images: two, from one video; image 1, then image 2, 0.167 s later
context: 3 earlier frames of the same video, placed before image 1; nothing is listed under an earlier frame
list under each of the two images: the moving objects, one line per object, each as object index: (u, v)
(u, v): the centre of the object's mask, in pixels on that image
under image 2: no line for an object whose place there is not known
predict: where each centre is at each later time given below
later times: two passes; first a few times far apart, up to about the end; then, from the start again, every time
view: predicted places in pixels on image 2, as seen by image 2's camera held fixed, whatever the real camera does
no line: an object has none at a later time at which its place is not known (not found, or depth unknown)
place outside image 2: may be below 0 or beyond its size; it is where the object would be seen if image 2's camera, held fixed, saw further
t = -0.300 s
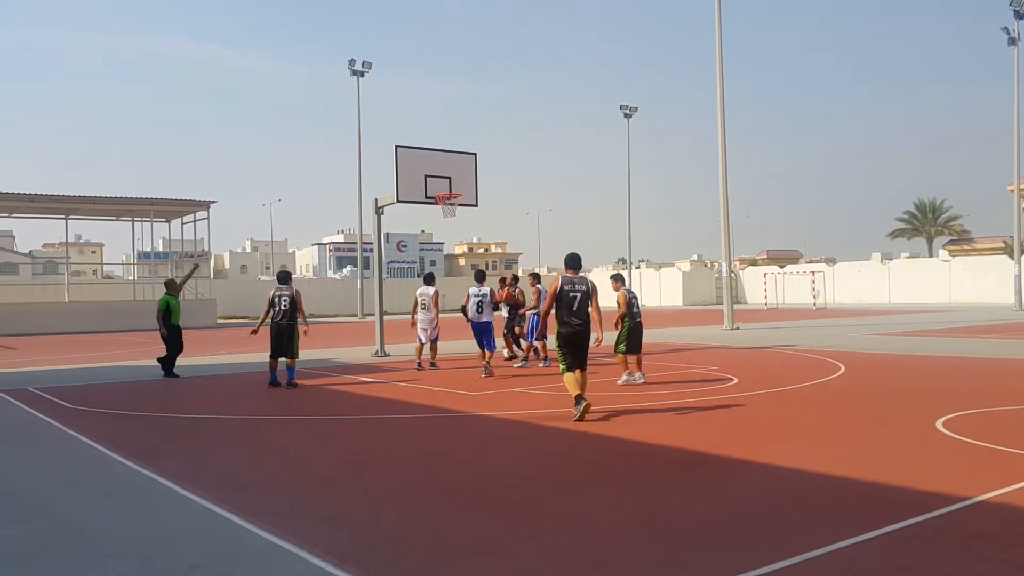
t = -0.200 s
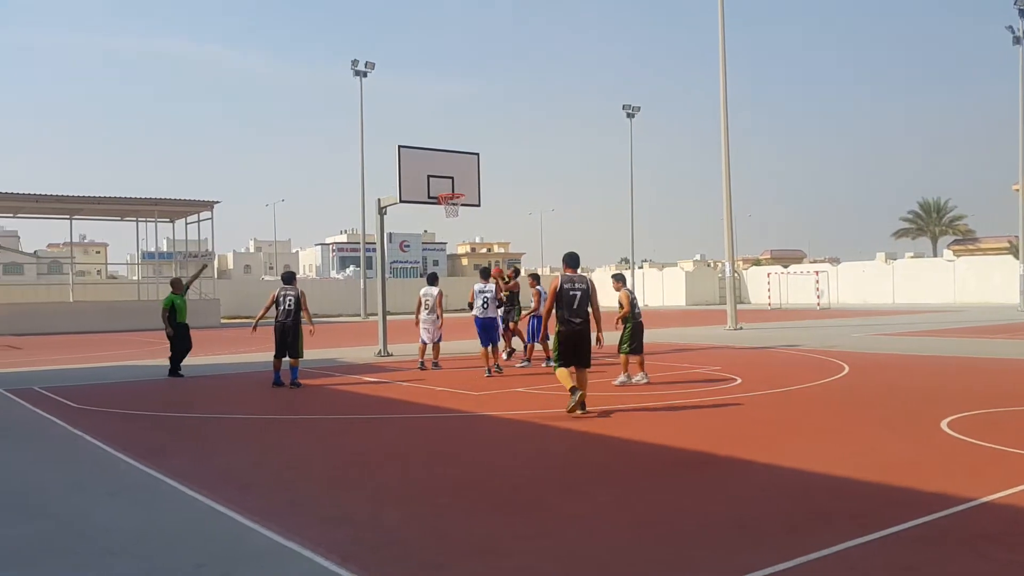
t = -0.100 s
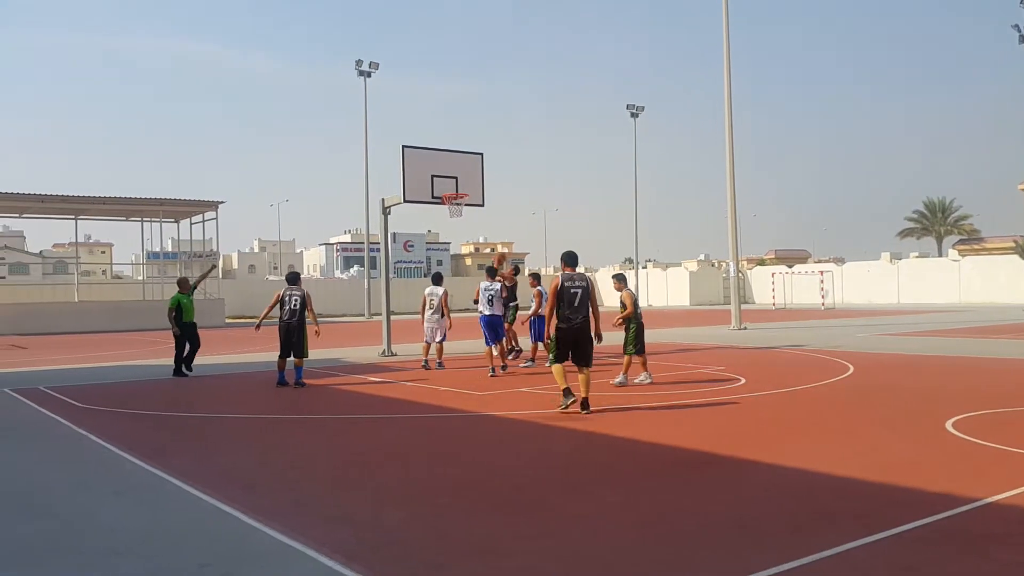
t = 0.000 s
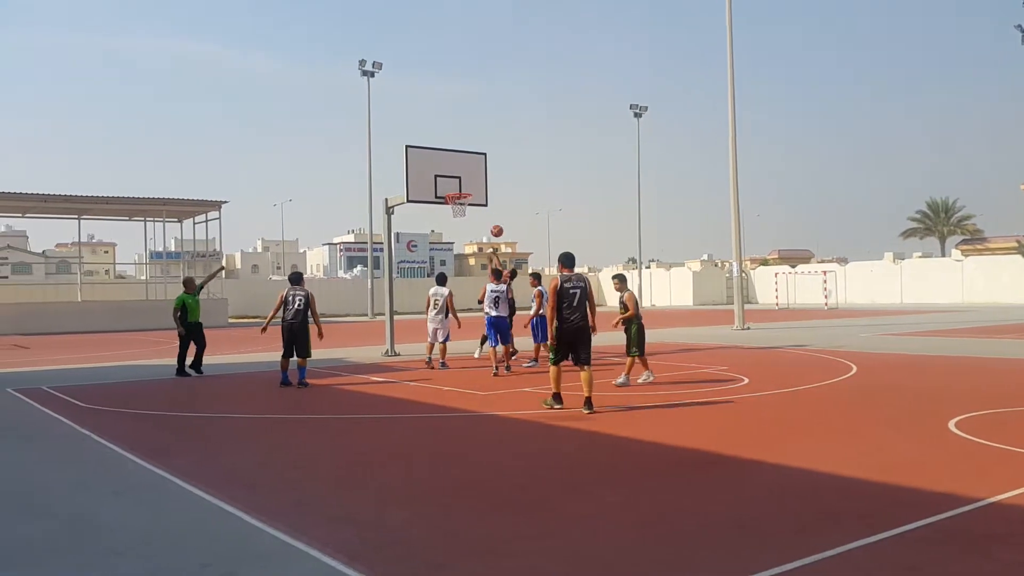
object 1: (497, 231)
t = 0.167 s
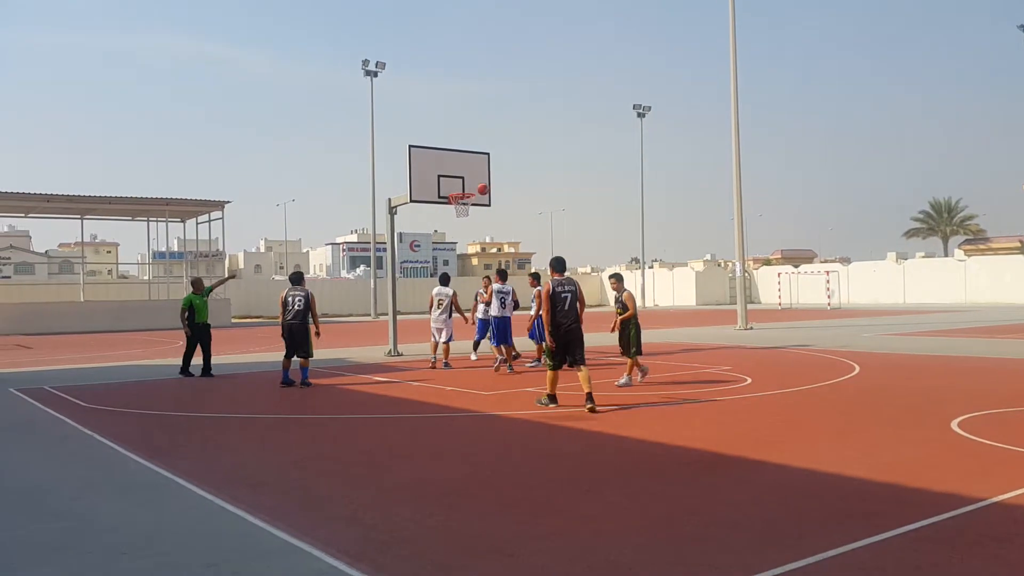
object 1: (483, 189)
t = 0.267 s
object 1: (474, 170)
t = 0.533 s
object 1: (461, 150)
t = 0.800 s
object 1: (459, 173)
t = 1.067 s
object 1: (454, 211)
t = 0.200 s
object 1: (480, 182)
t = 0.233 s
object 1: (477, 176)
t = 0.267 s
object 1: (474, 170)
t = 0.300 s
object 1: (471, 165)
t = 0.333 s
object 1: (468, 161)
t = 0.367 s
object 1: (464, 157)
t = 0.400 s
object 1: (461, 154)
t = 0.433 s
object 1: (461, 152)
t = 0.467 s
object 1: (461, 151)
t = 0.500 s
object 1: (461, 150)
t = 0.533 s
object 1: (461, 150)
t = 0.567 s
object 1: (461, 151)
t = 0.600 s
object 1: (461, 152)
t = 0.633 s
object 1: (460, 154)
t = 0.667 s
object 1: (460, 157)
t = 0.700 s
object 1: (460, 160)
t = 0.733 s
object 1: (460, 163)
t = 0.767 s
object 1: (459, 168)
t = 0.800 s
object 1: (459, 173)
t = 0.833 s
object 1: (458, 178)
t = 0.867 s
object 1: (458, 184)
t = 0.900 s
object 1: (458, 190)
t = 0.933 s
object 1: (457, 193)
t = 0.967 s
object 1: (455, 198)
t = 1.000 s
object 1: (454, 201)
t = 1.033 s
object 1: (454, 205)
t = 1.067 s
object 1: (454, 211)
